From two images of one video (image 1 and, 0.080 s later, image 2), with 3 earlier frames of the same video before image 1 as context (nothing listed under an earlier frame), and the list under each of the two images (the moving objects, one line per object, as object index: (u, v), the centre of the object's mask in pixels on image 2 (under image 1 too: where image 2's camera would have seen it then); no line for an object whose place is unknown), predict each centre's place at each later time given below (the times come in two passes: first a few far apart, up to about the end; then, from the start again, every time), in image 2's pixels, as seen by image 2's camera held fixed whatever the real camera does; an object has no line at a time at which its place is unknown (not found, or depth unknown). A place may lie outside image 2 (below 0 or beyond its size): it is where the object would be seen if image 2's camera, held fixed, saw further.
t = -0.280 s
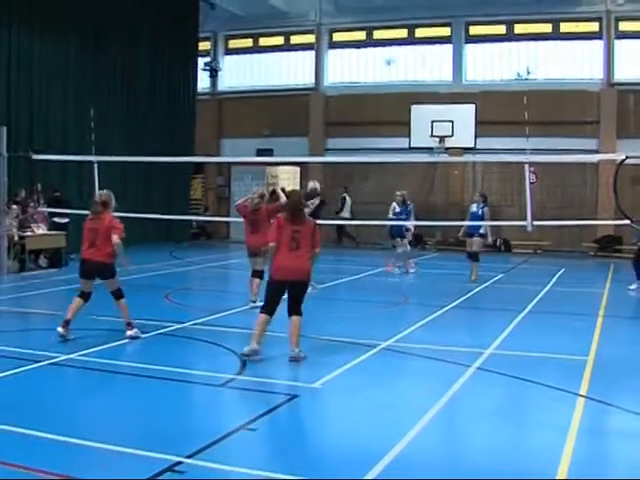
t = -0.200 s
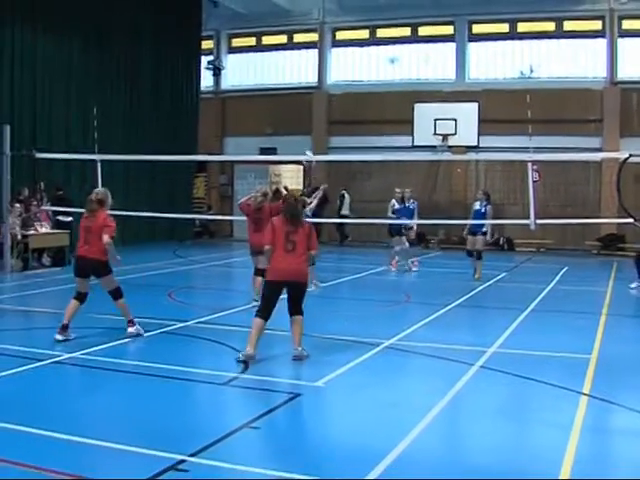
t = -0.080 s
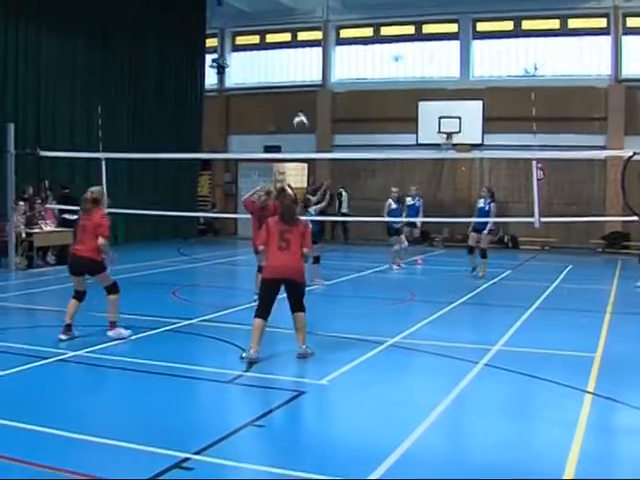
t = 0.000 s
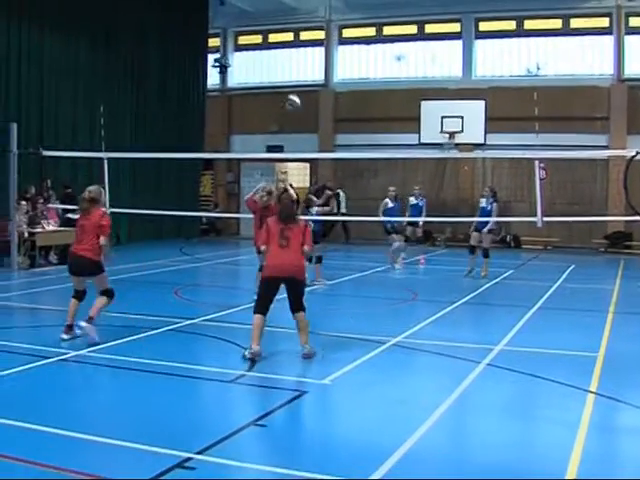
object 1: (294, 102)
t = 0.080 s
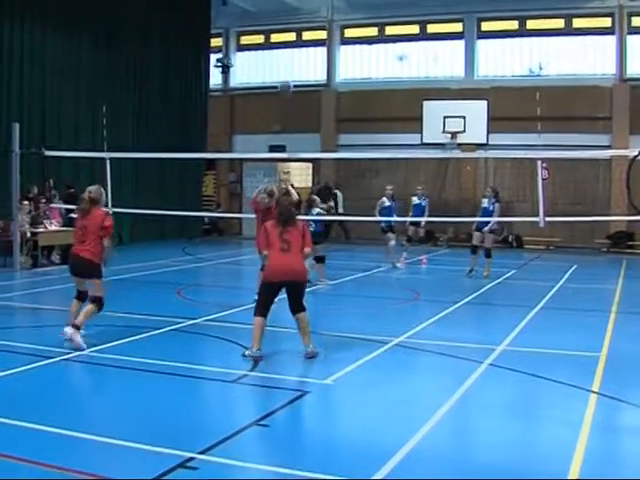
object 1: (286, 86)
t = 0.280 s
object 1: (259, 64)
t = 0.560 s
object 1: (211, 85)
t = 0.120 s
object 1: (281, 80)
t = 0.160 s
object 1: (275, 75)
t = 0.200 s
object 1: (270, 70)
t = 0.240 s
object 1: (265, 66)
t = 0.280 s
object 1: (259, 64)
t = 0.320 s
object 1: (254, 63)
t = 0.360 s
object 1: (247, 64)
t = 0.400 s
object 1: (241, 64)
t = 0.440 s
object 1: (235, 68)
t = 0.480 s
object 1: (230, 72)
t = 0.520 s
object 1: (223, 77)
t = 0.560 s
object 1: (211, 85)
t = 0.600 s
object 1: (207, 94)
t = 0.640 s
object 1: (199, 104)
